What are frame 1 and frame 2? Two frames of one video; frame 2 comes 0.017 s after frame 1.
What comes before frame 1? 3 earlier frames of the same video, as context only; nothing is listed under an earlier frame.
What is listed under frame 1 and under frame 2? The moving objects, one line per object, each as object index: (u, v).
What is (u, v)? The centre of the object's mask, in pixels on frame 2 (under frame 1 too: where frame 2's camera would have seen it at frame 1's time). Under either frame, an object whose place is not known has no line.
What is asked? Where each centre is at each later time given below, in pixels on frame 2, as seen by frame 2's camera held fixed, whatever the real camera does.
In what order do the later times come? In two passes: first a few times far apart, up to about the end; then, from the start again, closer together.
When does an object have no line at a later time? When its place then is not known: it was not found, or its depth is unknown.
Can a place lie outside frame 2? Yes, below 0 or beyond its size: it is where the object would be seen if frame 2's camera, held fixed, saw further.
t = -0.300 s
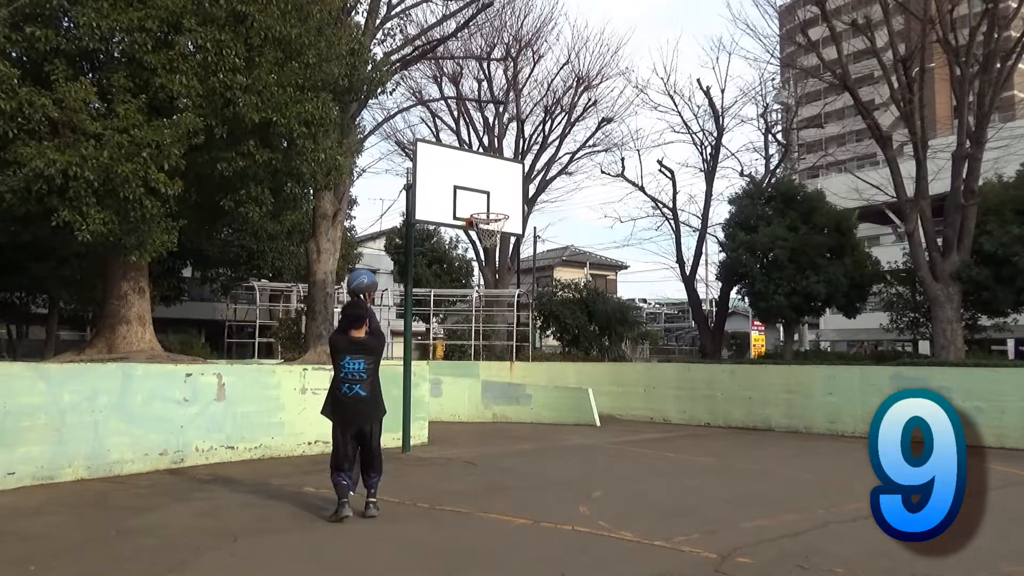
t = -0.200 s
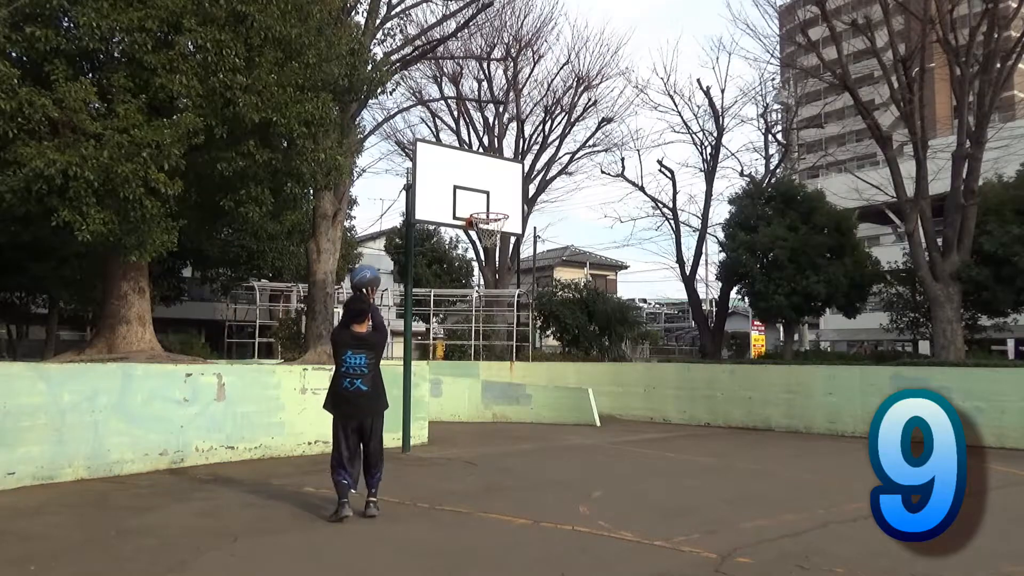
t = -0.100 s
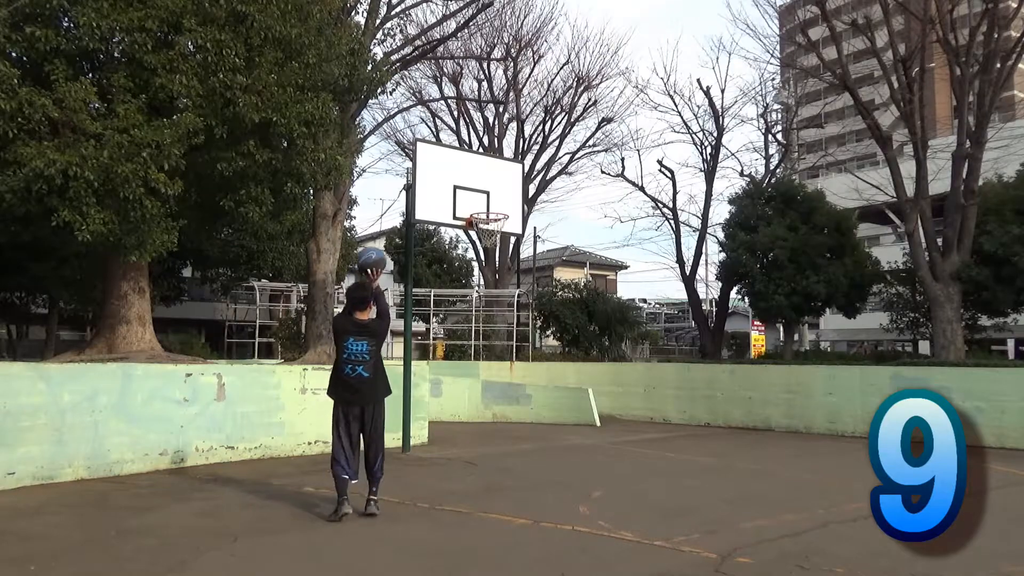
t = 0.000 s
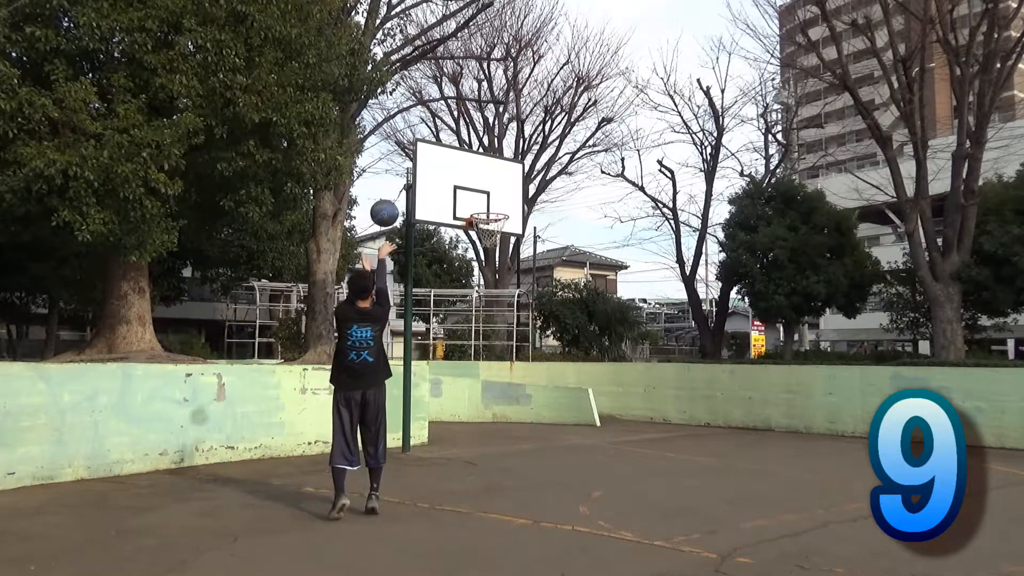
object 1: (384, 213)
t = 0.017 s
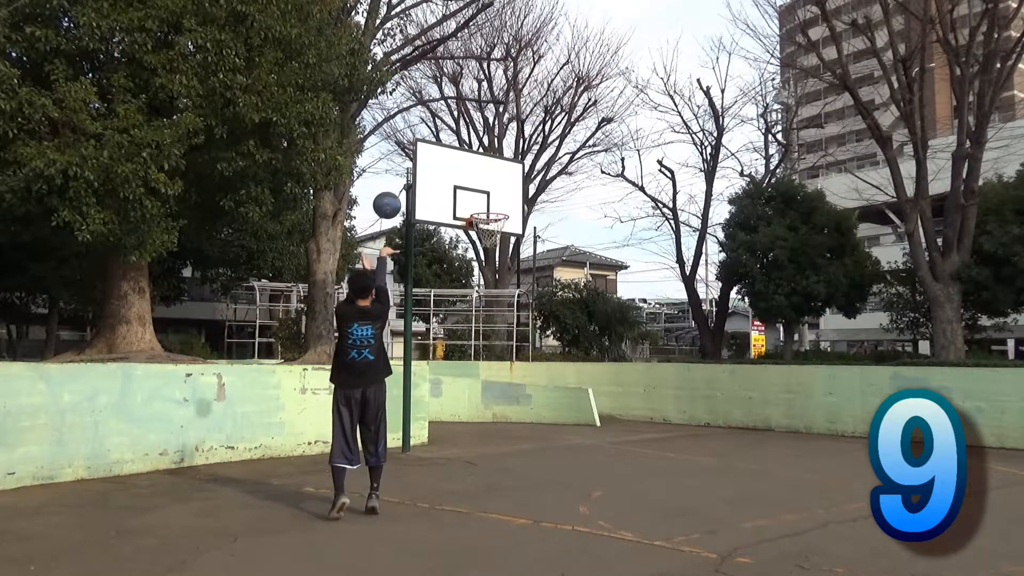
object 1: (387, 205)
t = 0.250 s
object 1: (416, 138)
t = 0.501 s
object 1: (439, 133)
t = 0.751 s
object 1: (456, 177)
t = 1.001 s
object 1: (501, 221)
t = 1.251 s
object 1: (494, 238)
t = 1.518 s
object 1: (489, 302)
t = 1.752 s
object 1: (486, 400)
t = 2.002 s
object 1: (481, 388)
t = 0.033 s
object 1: (389, 198)
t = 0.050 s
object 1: (392, 191)
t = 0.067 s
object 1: (395, 184)
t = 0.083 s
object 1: (397, 178)
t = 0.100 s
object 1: (399, 173)
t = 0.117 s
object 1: (401, 167)
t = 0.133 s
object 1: (403, 162)
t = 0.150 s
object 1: (405, 157)
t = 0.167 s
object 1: (407, 154)
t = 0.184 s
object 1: (409, 150)
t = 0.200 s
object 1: (411, 147)
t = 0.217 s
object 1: (413, 143)
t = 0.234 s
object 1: (415, 140)
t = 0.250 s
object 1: (416, 138)
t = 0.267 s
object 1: (418, 136)
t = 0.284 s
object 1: (420, 134)
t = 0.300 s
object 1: (421, 132)
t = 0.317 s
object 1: (423, 131)
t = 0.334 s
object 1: (425, 130)
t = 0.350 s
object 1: (426, 130)
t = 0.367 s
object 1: (427, 129)
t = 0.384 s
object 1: (429, 129)
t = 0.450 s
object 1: (435, 130)
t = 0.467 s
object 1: (436, 131)
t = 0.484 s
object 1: (438, 132)
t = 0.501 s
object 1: (439, 133)
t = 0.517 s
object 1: (440, 135)
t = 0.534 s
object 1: (442, 136)
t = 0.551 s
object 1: (443, 138)
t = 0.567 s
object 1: (444, 140)
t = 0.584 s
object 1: (445, 143)
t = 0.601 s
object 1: (446, 145)
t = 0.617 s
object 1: (447, 149)
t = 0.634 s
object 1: (449, 151)
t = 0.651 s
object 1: (450, 154)
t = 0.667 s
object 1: (451, 158)
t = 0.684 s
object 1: (452, 161)
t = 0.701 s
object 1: (453, 165)
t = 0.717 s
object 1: (454, 169)
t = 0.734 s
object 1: (455, 173)
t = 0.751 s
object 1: (456, 177)
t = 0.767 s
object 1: (456, 181)
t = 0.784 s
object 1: (457, 186)
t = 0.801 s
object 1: (461, 188)
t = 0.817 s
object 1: (465, 190)
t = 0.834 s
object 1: (469, 193)
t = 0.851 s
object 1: (473, 197)
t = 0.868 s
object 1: (476, 200)
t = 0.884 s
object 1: (480, 204)
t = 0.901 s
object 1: (483, 206)
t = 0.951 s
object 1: (493, 216)
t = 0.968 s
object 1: (499, 222)
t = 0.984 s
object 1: (500, 224)
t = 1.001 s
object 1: (501, 221)
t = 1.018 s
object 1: (499, 223)
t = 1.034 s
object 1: (499, 223)
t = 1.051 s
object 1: (499, 222)
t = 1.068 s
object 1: (499, 223)
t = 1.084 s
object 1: (499, 224)
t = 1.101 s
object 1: (498, 224)
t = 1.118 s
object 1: (498, 224)
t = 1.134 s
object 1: (498, 225)
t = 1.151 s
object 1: (497, 226)
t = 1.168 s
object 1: (497, 228)
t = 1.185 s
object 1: (496, 229)
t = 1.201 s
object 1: (497, 231)
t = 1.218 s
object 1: (496, 233)
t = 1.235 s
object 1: (495, 235)
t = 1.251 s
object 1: (494, 238)
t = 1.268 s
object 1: (492, 239)
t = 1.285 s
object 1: (493, 241)
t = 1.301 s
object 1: (494, 244)
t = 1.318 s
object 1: (494, 247)
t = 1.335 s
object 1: (494, 250)
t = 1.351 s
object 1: (494, 254)
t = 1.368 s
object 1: (494, 257)
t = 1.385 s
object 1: (494, 261)
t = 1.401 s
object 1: (494, 265)
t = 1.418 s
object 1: (494, 269)
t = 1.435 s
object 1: (493, 273)
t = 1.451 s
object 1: (492, 277)
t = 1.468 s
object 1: (492, 283)
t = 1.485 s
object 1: (492, 289)
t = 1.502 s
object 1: (491, 296)
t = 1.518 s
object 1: (489, 302)
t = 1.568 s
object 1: (489, 318)
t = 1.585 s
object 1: (488, 325)
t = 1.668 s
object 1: (488, 360)
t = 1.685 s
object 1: (488, 368)
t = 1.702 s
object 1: (487, 375)
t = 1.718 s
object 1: (487, 383)
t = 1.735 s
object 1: (487, 392)
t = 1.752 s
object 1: (486, 400)
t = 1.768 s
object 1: (486, 409)
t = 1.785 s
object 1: (486, 418)
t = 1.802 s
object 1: (485, 427)
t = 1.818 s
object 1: (485, 437)
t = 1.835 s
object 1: (485, 446)
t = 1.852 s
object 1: (484, 453)
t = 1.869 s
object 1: (484, 445)
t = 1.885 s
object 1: (484, 437)
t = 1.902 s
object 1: (483, 430)
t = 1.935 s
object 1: (483, 415)
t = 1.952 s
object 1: (482, 408)
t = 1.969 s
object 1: (482, 401)
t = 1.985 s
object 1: (482, 394)
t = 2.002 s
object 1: (481, 388)
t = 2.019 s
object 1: (481, 382)
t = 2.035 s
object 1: (481, 376)
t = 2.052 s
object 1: (480, 370)
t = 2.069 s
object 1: (480, 365)
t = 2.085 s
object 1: (480, 360)
